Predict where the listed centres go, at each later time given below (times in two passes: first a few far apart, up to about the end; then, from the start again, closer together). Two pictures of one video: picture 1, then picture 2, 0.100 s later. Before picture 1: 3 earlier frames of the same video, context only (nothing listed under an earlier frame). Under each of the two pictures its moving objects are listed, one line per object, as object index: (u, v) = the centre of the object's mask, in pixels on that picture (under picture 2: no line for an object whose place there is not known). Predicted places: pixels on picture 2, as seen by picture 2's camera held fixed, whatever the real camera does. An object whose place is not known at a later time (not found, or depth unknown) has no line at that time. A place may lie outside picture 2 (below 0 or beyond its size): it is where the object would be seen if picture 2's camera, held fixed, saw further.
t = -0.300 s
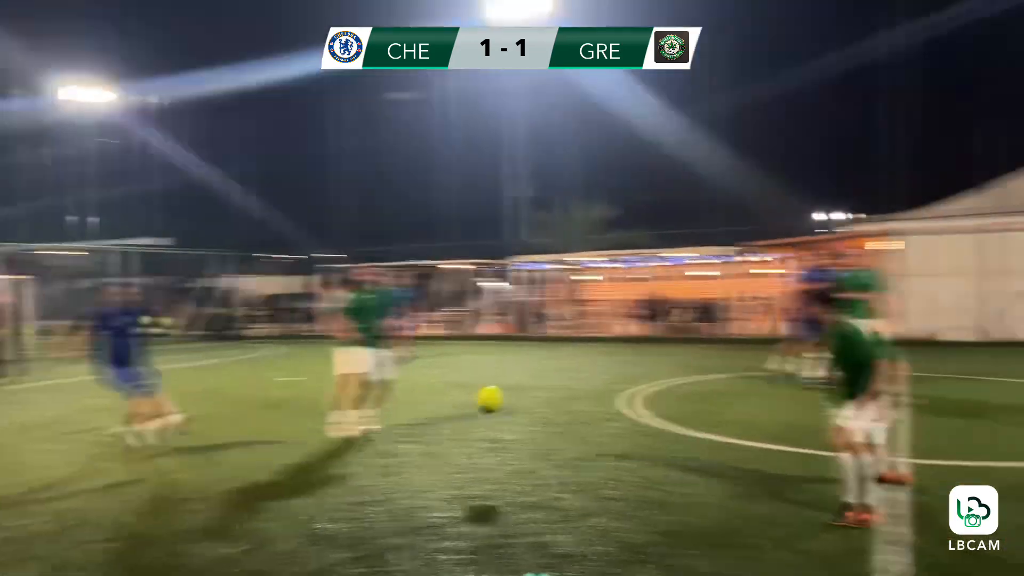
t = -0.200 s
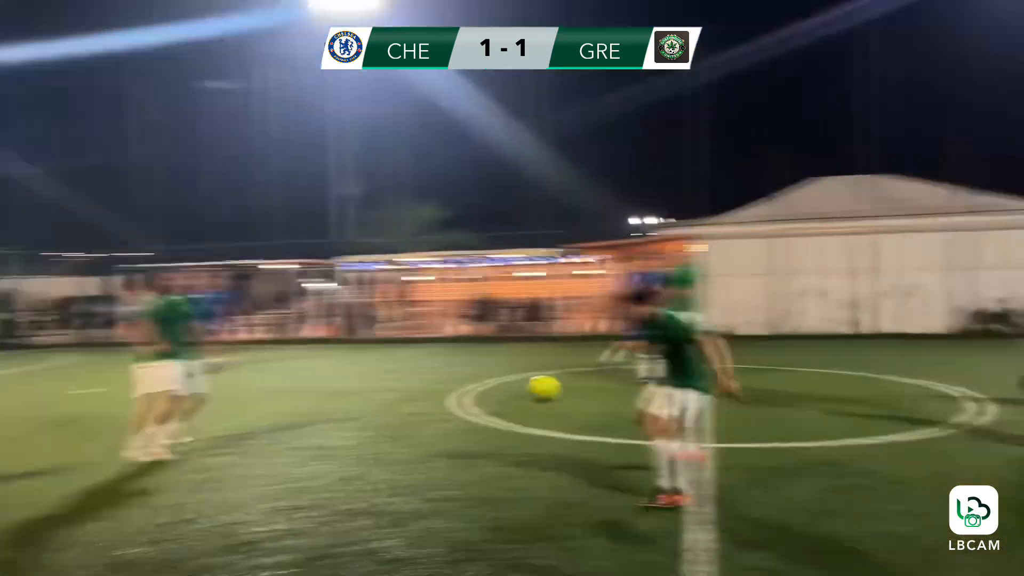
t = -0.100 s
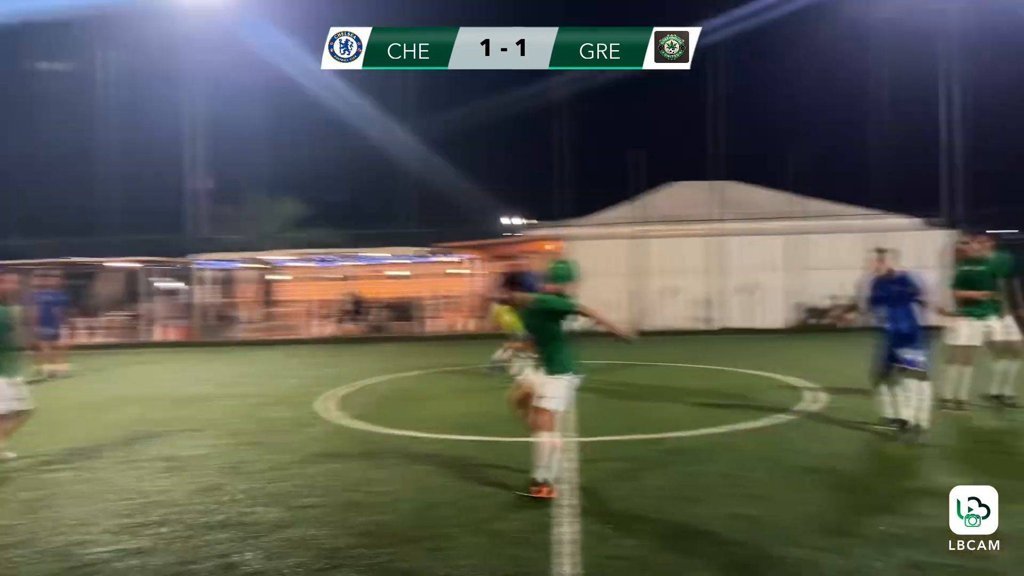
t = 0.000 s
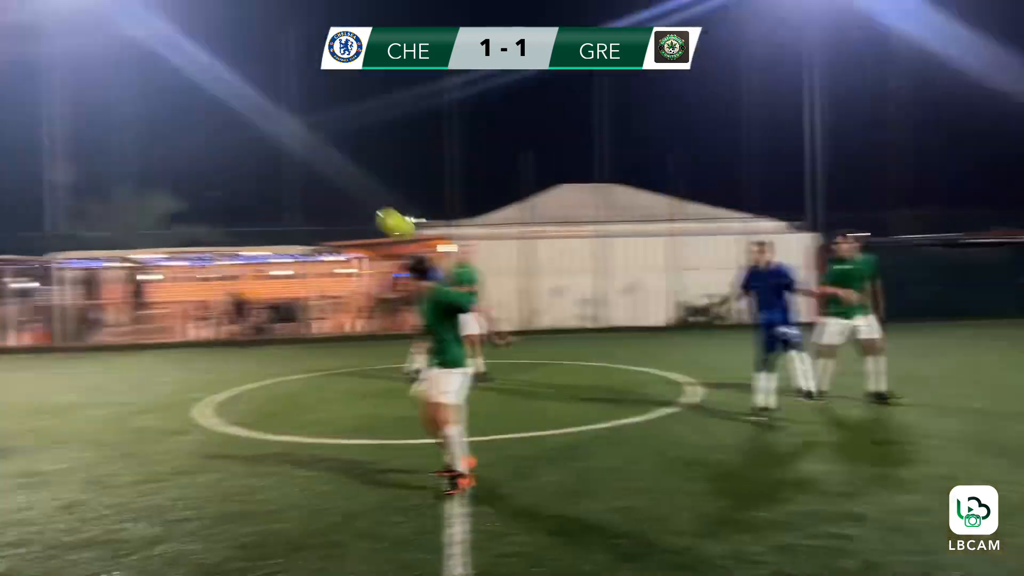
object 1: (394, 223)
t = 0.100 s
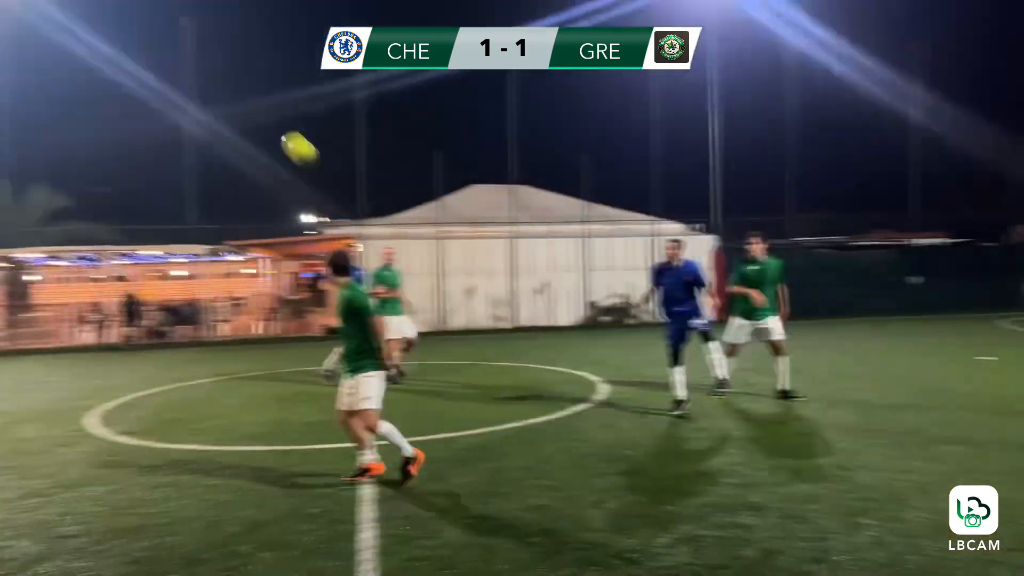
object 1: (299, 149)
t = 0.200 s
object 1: (296, 93)
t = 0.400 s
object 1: (295, 27)
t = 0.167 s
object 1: (298, 110)
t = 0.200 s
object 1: (296, 93)
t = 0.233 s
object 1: (295, 77)
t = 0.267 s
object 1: (296, 65)
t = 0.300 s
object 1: (295, 52)
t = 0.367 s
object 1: (296, 34)
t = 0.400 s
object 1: (295, 27)
